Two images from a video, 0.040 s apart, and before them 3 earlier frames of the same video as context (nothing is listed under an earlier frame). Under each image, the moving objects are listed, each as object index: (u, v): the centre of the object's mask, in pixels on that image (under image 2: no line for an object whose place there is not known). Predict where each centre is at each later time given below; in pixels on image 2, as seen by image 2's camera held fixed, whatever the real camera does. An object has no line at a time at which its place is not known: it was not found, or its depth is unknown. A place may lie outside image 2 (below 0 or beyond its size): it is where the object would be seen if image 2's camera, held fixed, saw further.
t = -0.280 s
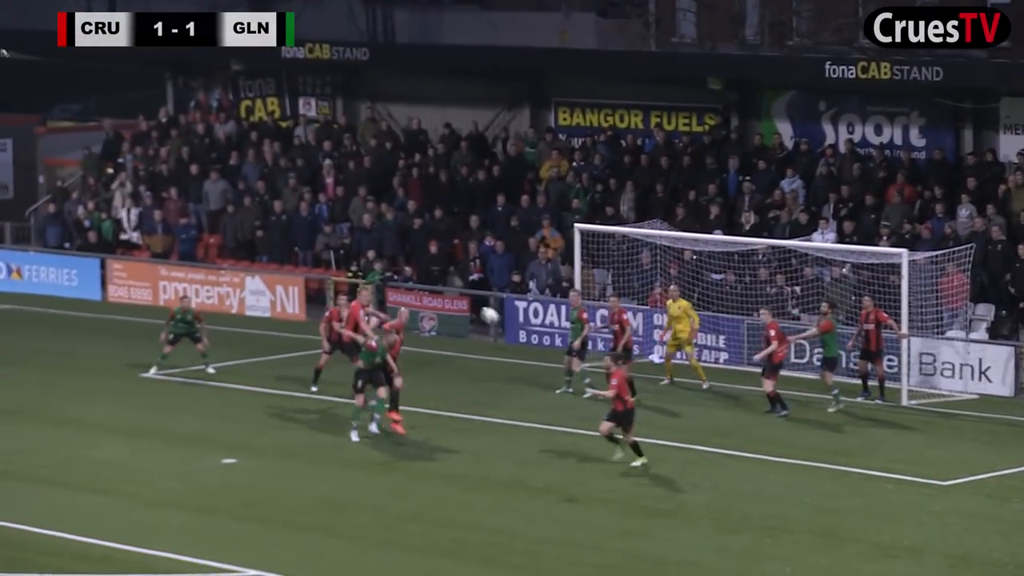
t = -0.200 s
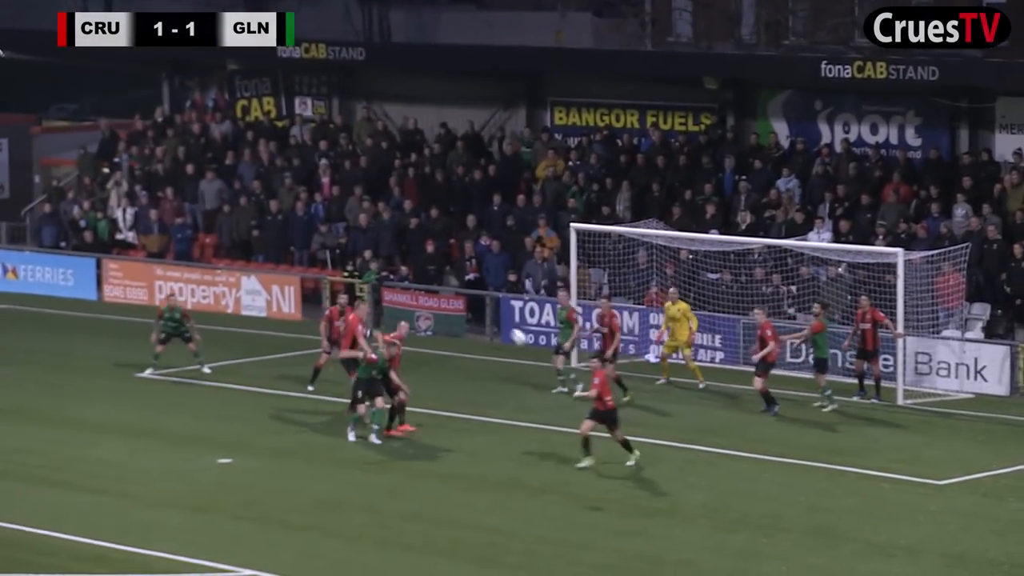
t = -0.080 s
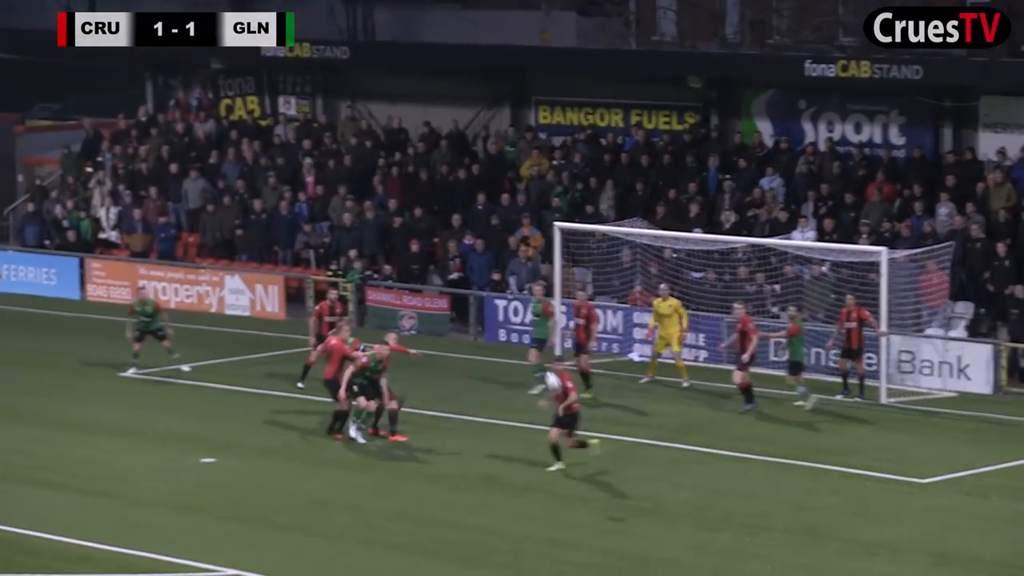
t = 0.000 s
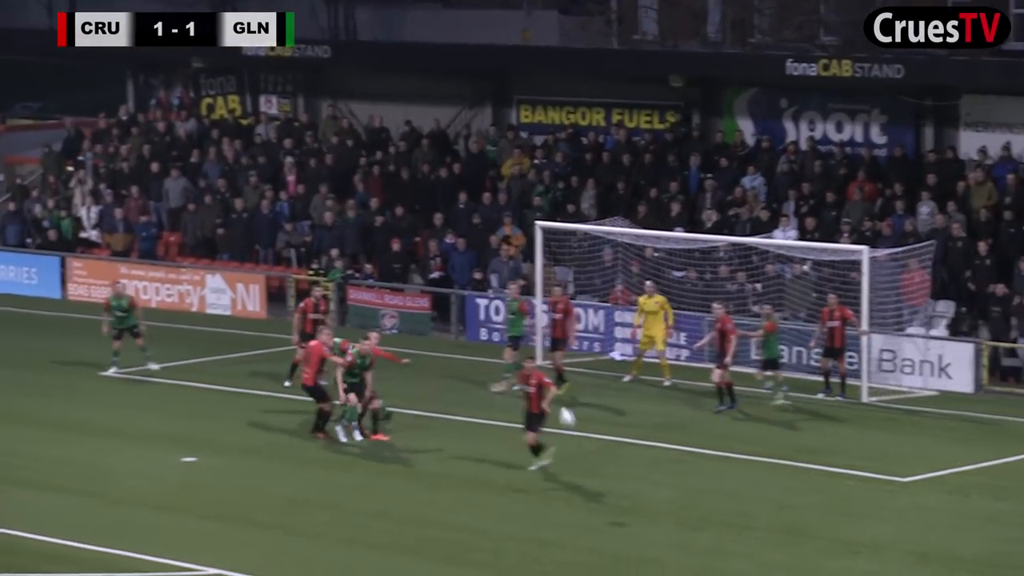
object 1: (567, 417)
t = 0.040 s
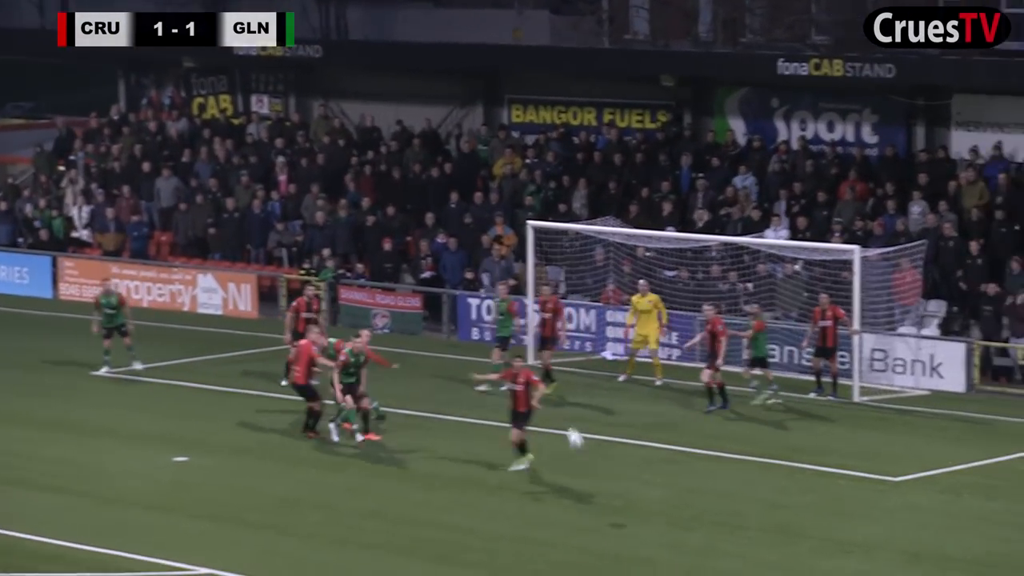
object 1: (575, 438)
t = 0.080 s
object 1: (592, 461)
